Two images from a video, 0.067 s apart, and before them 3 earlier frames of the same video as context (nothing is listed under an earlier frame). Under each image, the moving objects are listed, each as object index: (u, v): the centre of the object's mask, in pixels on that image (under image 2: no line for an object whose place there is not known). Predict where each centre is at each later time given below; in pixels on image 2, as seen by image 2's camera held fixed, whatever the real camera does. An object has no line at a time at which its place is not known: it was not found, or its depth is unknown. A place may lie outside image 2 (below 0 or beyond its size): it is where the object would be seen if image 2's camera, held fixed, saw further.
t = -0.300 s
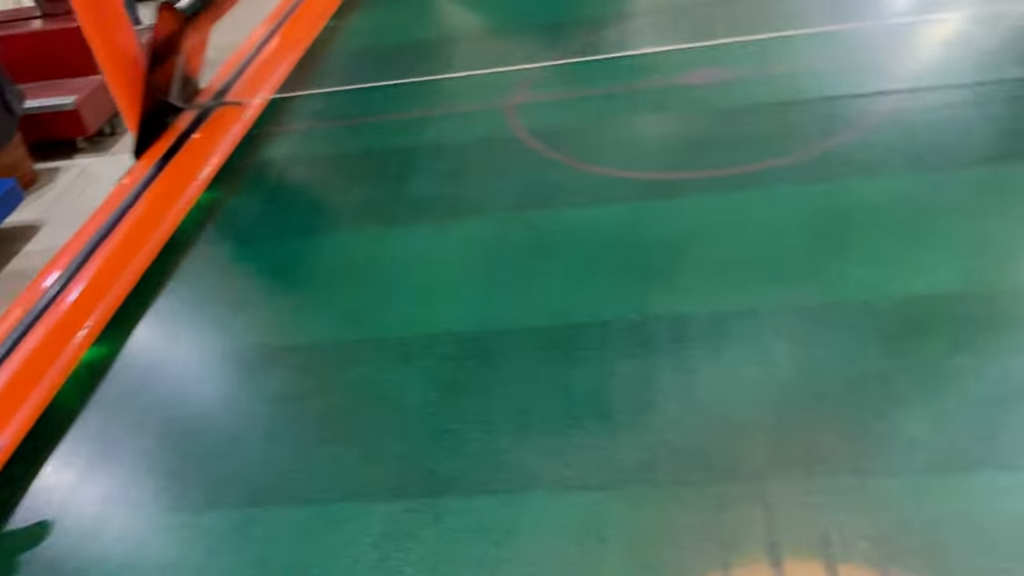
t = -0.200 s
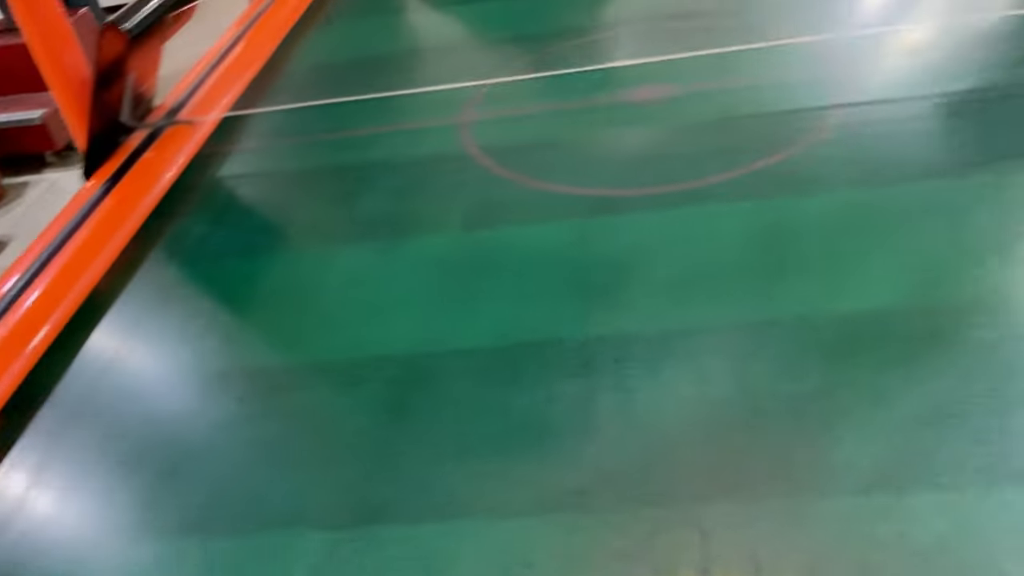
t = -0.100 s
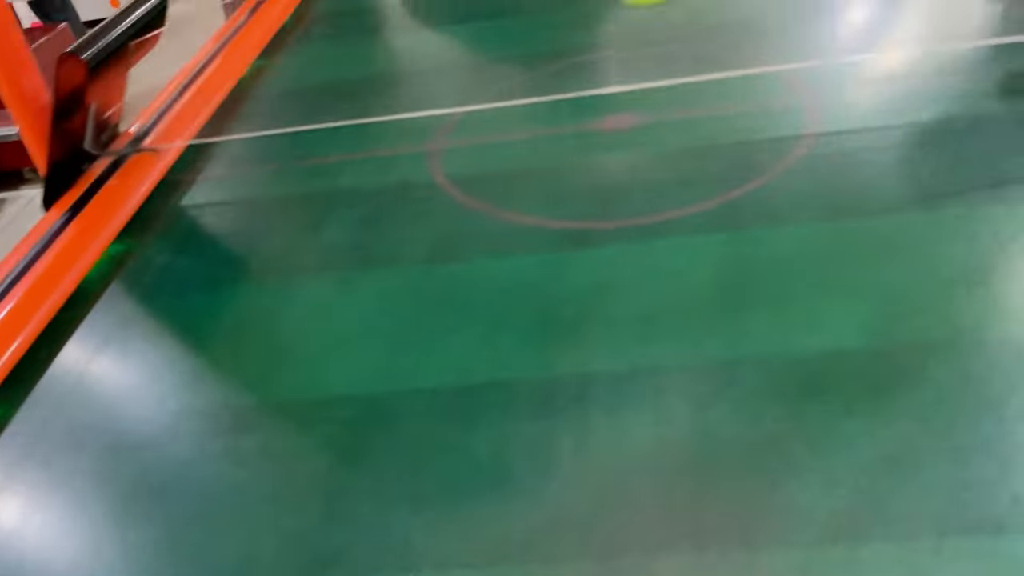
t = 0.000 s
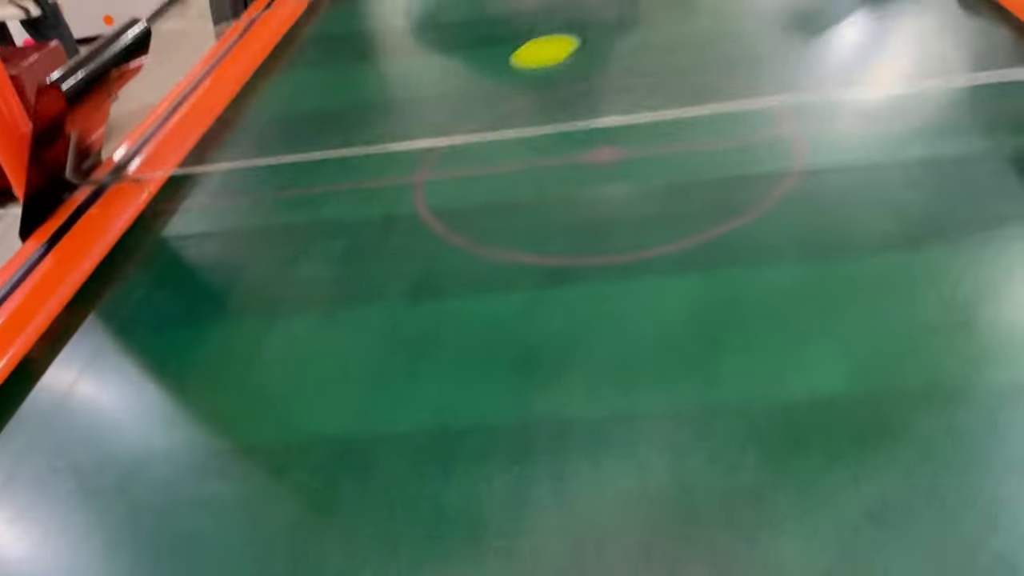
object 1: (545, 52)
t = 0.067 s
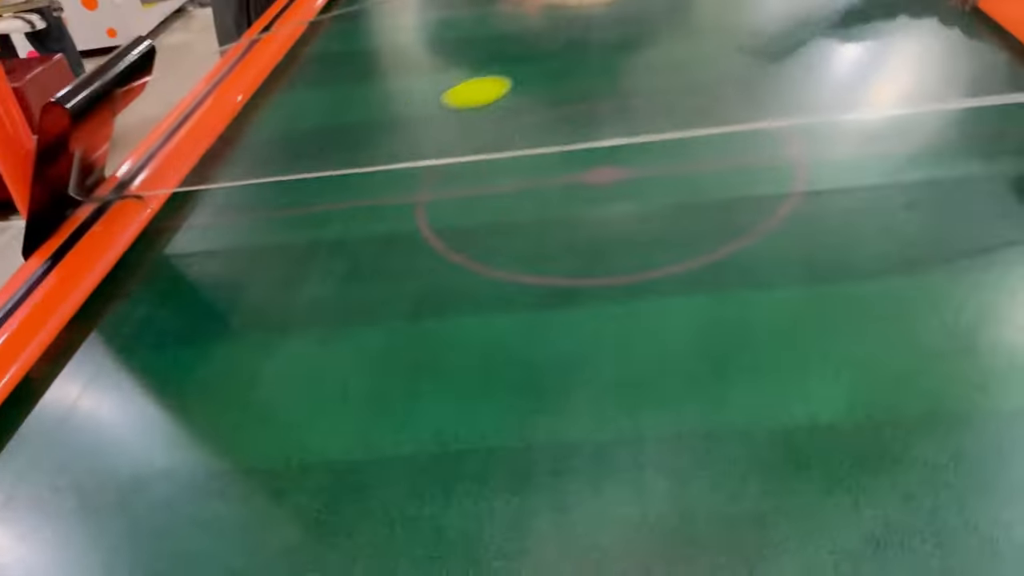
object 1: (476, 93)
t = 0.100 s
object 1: (440, 103)
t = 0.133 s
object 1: (404, 114)
